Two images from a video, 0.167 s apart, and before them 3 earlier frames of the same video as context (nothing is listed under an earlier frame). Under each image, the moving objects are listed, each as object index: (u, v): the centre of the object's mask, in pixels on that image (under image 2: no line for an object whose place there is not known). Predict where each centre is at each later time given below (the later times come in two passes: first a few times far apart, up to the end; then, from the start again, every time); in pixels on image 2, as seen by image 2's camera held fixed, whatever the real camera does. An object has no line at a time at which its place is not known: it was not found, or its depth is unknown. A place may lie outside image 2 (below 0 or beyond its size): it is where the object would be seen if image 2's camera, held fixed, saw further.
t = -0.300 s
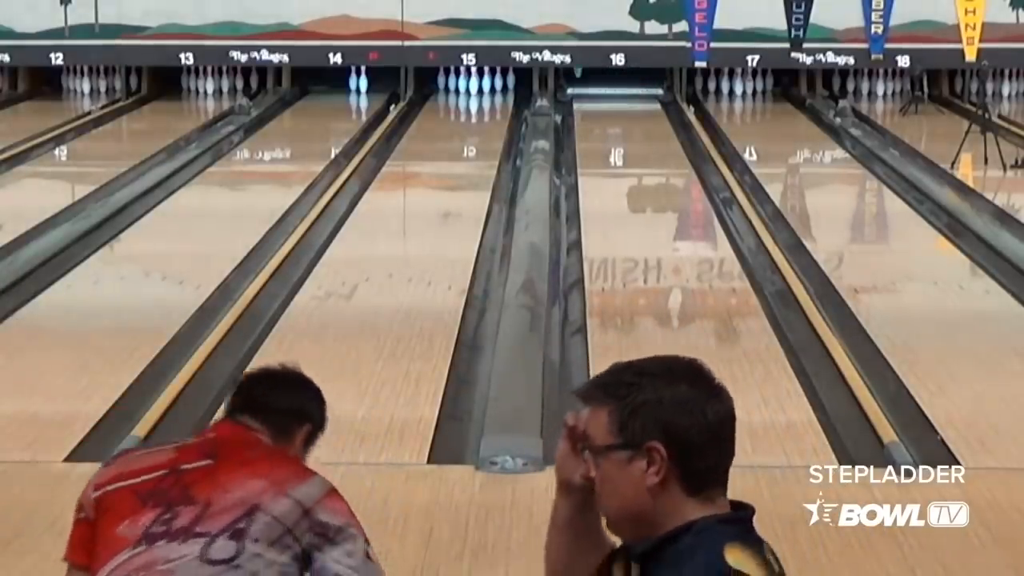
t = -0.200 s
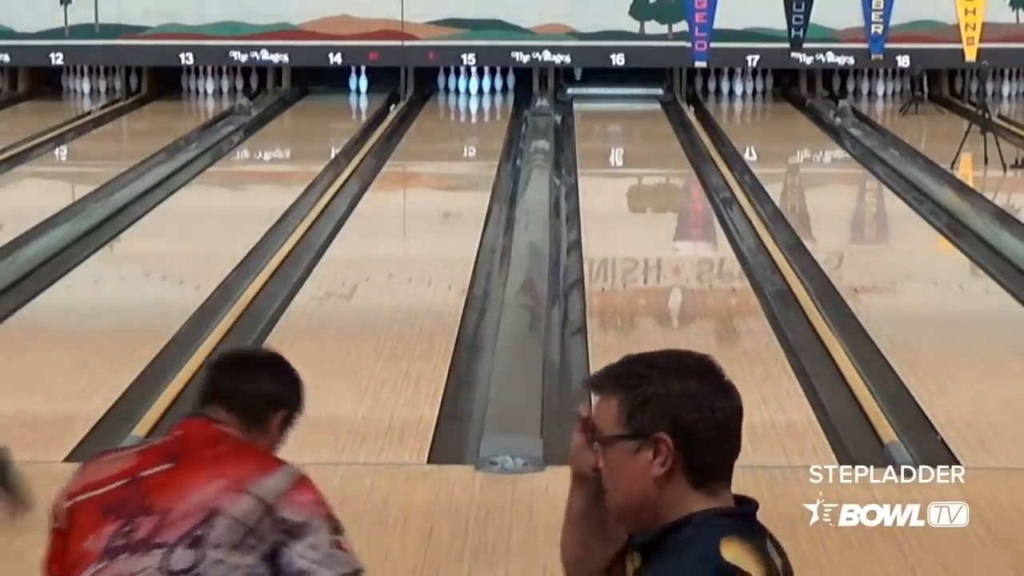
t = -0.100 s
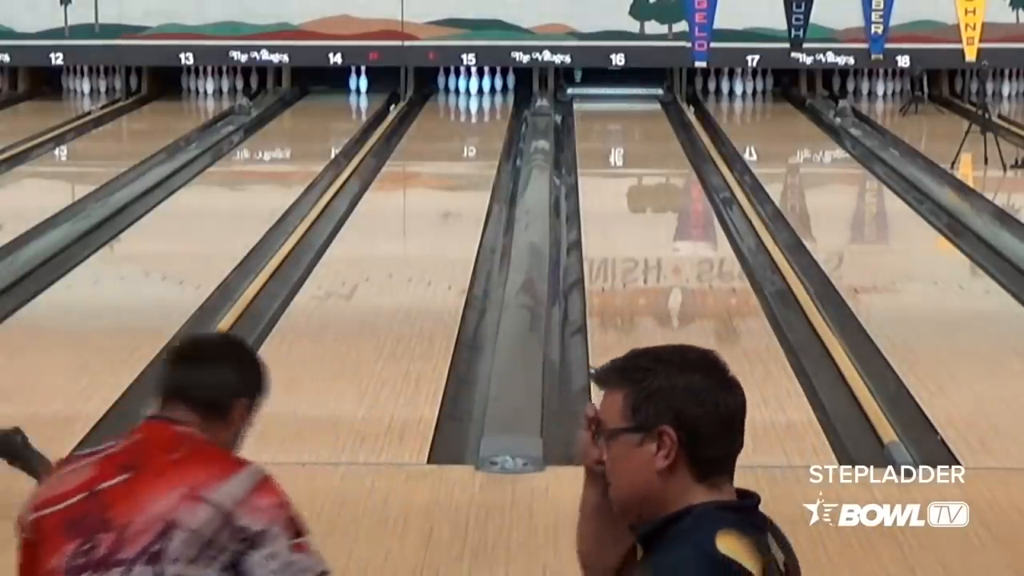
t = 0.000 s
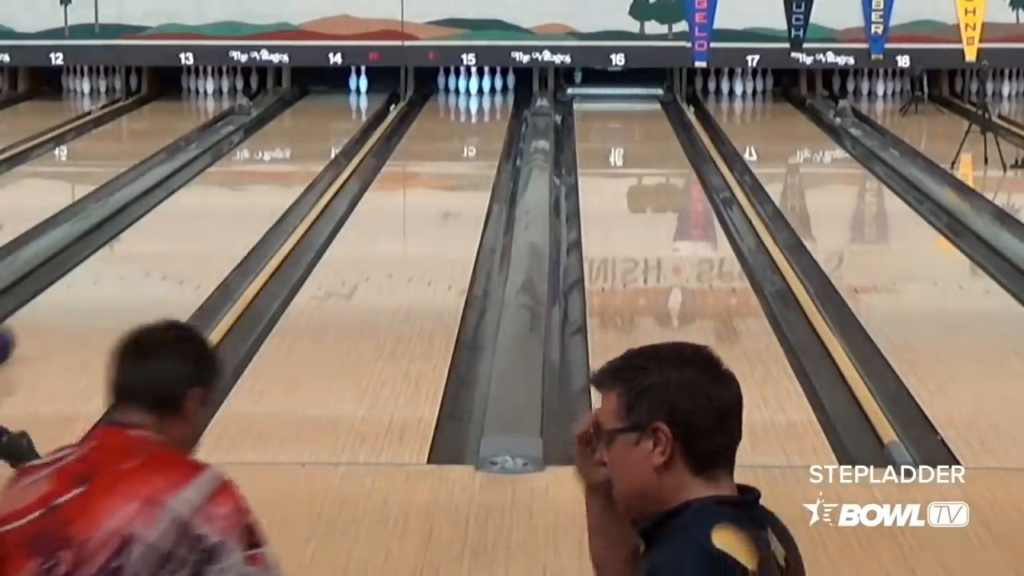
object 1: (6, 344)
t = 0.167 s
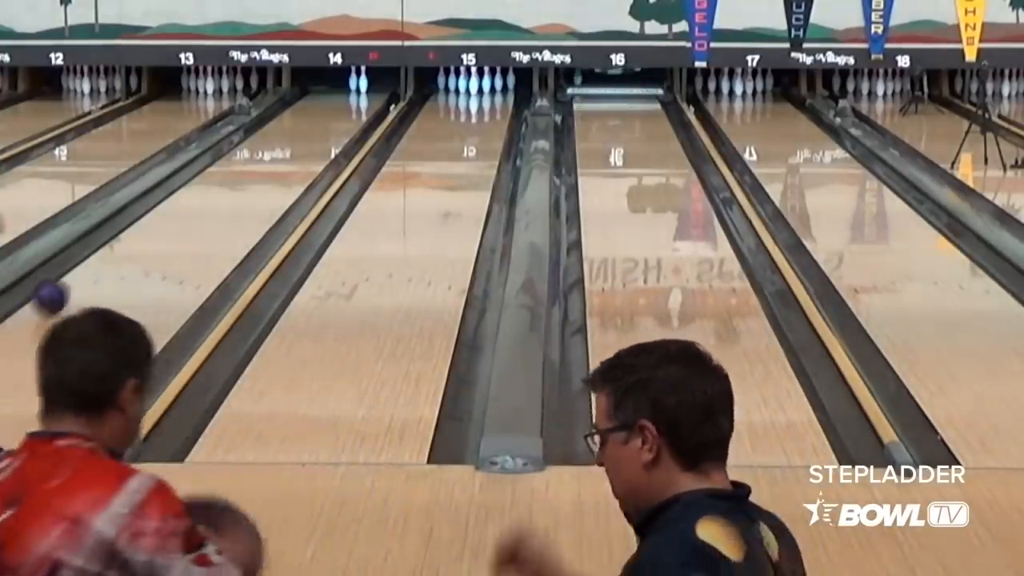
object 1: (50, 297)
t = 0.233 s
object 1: (71, 280)
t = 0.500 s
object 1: (134, 227)
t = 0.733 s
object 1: (178, 192)
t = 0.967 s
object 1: (213, 164)
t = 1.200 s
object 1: (244, 140)
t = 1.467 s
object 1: (275, 120)
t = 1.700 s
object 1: (301, 106)
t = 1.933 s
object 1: (326, 94)
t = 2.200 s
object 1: (353, 83)
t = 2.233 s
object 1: (354, 83)
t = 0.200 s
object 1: (61, 289)
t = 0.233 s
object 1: (71, 280)
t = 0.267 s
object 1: (80, 273)
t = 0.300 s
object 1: (89, 265)
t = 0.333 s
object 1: (97, 258)
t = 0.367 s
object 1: (105, 251)
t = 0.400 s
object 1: (112, 245)
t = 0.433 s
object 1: (120, 239)
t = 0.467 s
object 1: (127, 233)
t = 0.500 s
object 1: (134, 227)
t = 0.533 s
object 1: (141, 221)
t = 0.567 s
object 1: (148, 216)
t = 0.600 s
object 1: (154, 211)
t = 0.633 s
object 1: (160, 206)
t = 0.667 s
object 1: (166, 201)
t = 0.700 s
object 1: (172, 196)
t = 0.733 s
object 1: (178, 192)
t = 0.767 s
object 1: (183, 187)
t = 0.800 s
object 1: (188, 183)
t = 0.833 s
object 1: (193, 179)
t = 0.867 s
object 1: (199, 175)
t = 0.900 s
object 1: (204, 171)
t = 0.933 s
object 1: (208, 168)
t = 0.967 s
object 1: (213, 164)
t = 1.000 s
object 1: (218, 161)
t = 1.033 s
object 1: (222, 158)
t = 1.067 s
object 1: (226, 155)
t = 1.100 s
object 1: (231, 151)
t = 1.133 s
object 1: (236, 147)
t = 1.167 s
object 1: (240, 144)
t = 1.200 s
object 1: (244, 140)
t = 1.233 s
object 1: (248, 138)
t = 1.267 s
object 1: (252, 136)
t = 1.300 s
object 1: (255, 133)
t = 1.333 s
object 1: (260, 131)
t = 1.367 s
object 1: (264, 127)
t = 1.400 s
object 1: (268, 125)
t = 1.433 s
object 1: (271, 123)
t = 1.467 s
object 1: (275, 120)
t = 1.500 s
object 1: (279, 118)
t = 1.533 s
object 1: (283, 116)
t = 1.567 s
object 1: (287, 114)
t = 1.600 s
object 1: (290, 111)
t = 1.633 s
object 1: (295, 110)
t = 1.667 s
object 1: (298, 108)
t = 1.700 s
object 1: (301, 106)
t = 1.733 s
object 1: (305, 104)
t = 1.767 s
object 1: (309, 102)
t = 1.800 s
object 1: (312, 101)
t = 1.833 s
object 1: (316, 99)
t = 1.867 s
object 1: (319, 98)
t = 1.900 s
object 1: (322, 96)
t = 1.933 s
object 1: (326, 94)
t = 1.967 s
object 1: (329, 92)
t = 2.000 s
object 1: (332, 91)
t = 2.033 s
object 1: (337, 89)
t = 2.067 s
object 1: (339, 88)
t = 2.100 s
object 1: (344, 87)
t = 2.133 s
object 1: (350, 85)
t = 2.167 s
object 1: (353, 83)
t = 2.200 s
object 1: (353, 83)
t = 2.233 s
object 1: (354, 83)
